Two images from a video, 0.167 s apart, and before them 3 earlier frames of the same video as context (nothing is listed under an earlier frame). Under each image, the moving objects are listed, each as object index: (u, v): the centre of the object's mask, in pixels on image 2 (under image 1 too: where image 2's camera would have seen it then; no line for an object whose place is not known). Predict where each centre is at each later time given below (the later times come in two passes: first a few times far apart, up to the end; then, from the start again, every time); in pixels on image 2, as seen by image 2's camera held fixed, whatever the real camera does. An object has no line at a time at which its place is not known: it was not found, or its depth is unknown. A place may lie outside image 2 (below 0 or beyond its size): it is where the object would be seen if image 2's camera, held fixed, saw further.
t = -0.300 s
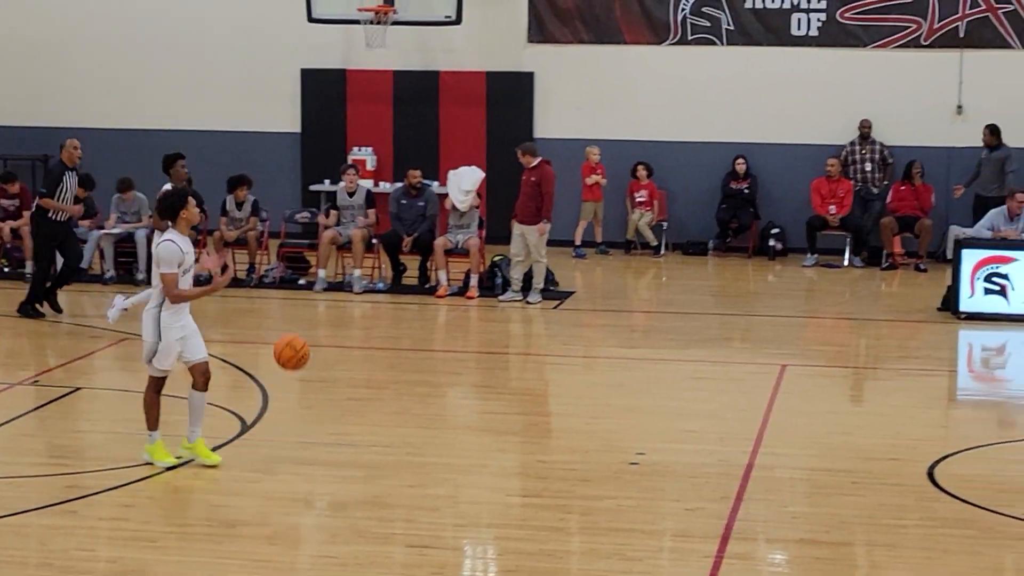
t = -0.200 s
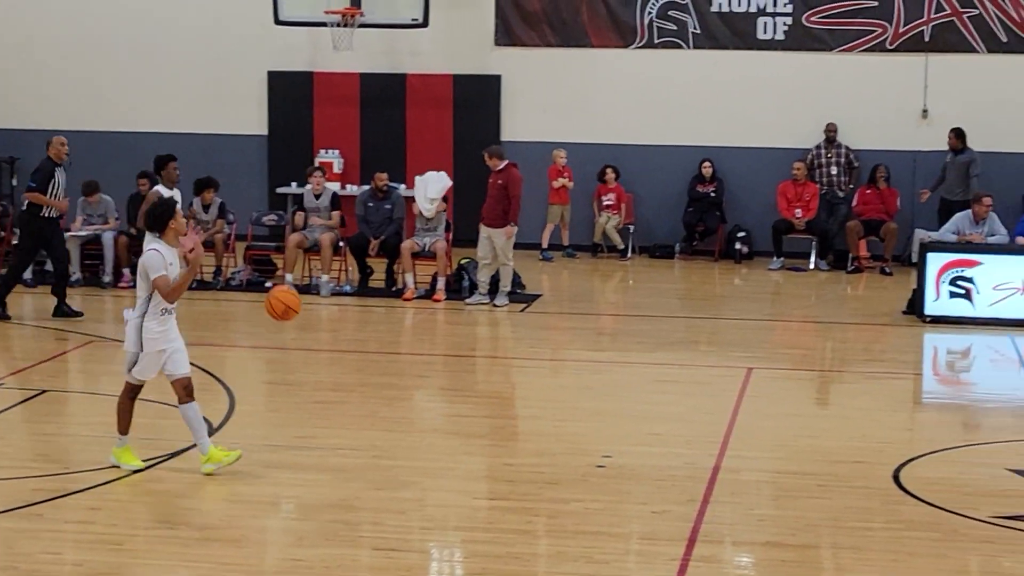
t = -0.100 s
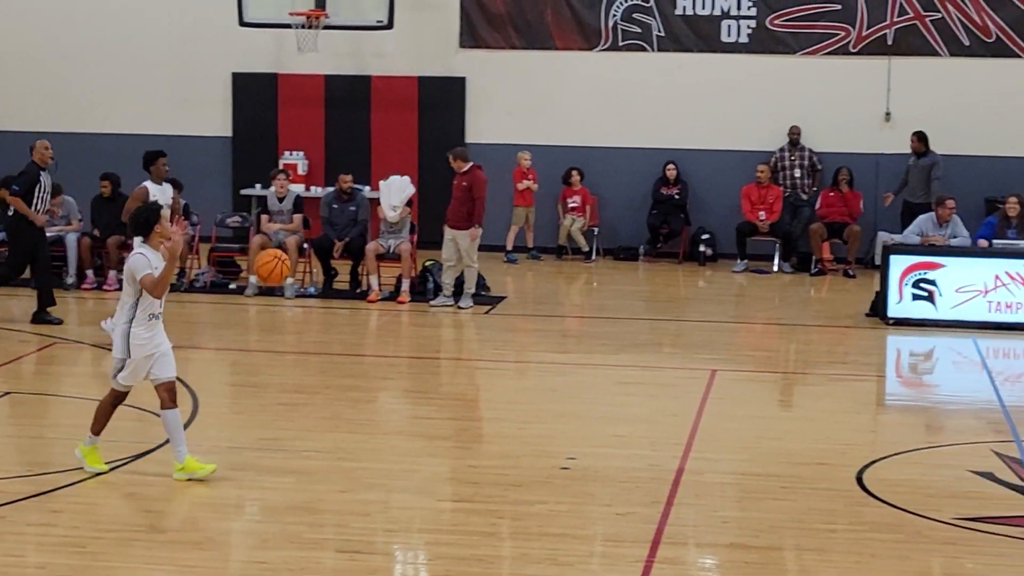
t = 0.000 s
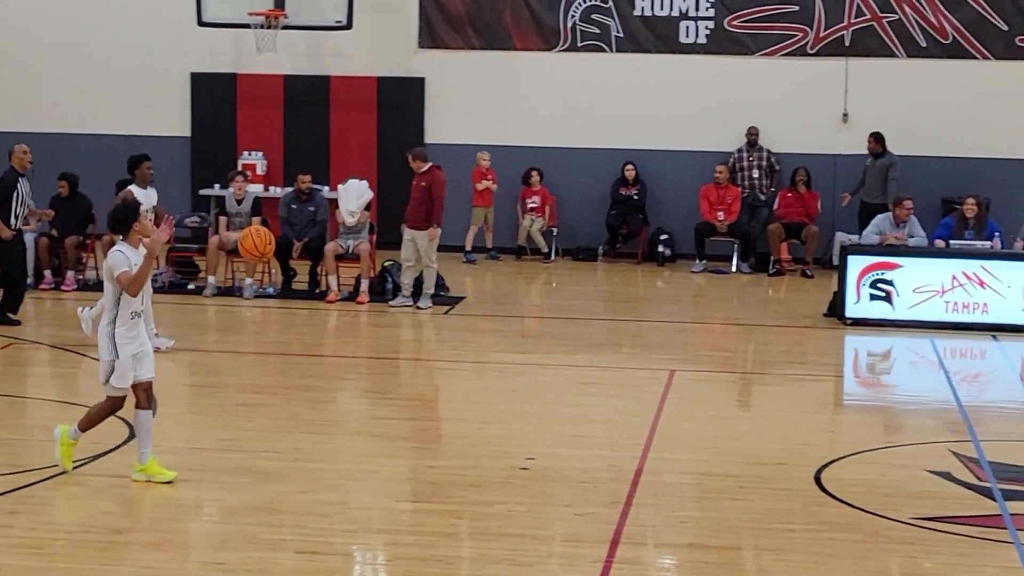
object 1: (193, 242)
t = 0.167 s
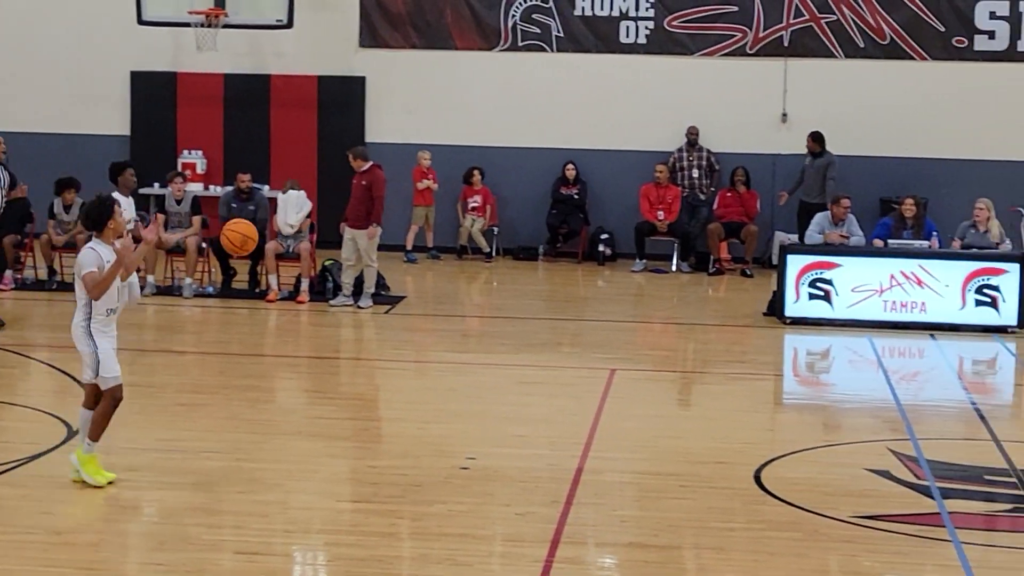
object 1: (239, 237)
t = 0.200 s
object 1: (248, 241)
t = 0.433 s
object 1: (308, 314)
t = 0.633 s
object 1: (358, 442)
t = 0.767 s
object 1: (394, 448)
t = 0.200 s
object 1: (248, 241)
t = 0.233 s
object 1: (257, 247)
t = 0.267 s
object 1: (266, 254)
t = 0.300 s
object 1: (274, 263)
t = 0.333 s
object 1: (283, 274)
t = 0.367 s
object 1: (291, 285)
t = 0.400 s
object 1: (300, 299)
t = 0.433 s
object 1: (308, 314)
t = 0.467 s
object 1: (317, 332)
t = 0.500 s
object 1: (325, 351)
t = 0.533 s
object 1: (334, 371)
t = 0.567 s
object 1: (342, 394)
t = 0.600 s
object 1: (350, 417)
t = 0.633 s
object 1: (358, 442)
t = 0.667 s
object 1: (366, 469)
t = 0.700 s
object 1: (374, 486)
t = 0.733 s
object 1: (384, 466)
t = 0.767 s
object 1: (394, 448)
